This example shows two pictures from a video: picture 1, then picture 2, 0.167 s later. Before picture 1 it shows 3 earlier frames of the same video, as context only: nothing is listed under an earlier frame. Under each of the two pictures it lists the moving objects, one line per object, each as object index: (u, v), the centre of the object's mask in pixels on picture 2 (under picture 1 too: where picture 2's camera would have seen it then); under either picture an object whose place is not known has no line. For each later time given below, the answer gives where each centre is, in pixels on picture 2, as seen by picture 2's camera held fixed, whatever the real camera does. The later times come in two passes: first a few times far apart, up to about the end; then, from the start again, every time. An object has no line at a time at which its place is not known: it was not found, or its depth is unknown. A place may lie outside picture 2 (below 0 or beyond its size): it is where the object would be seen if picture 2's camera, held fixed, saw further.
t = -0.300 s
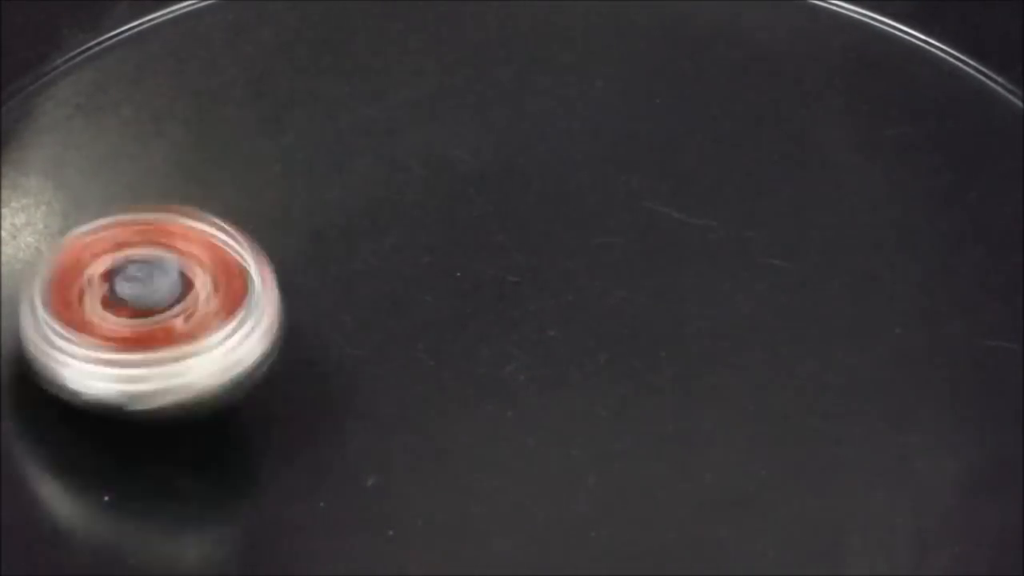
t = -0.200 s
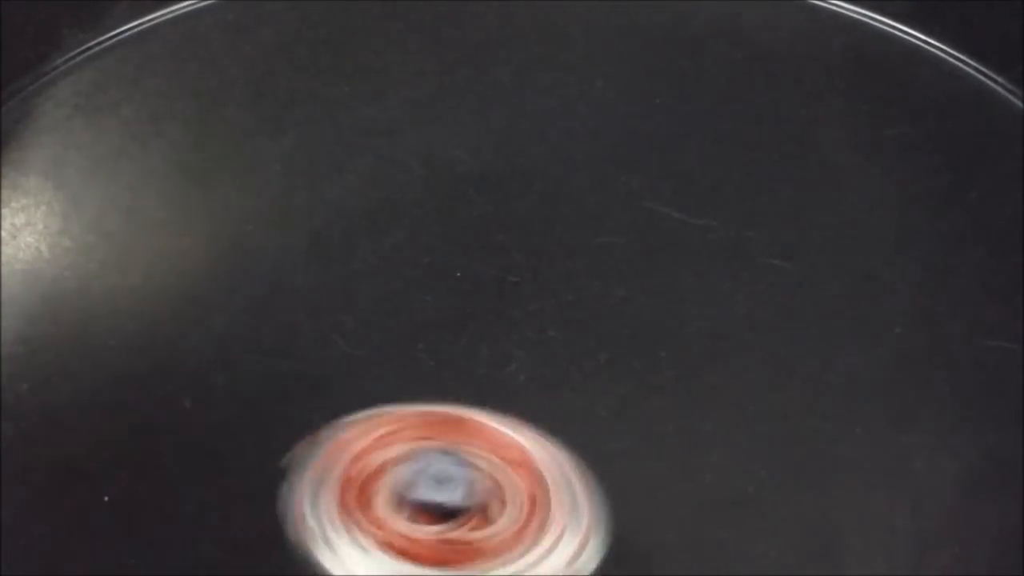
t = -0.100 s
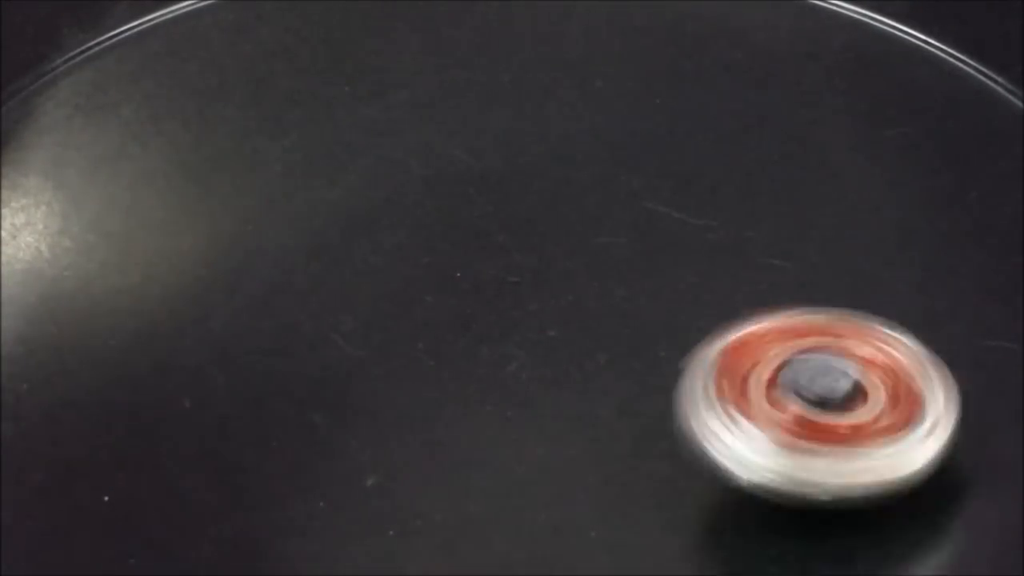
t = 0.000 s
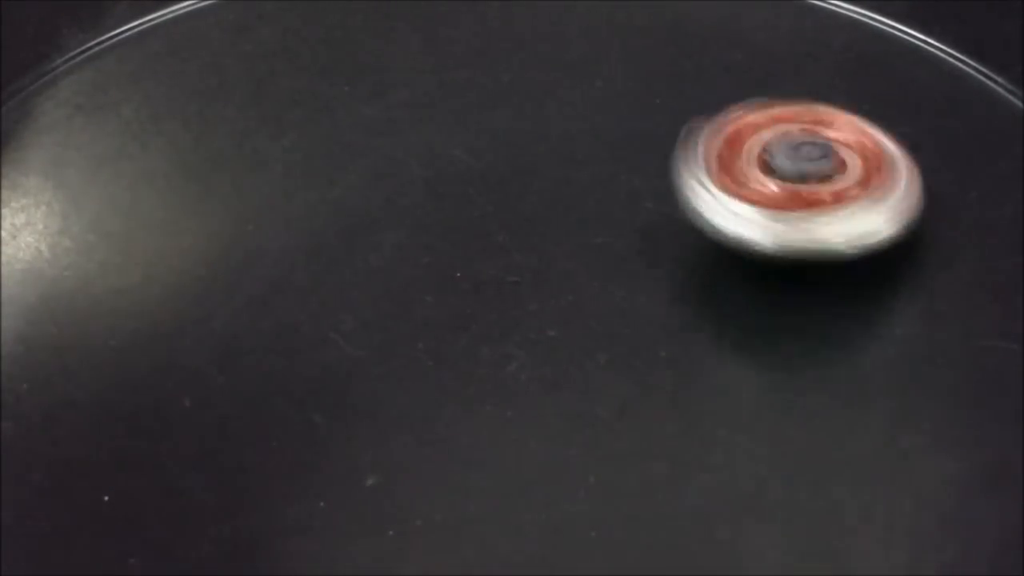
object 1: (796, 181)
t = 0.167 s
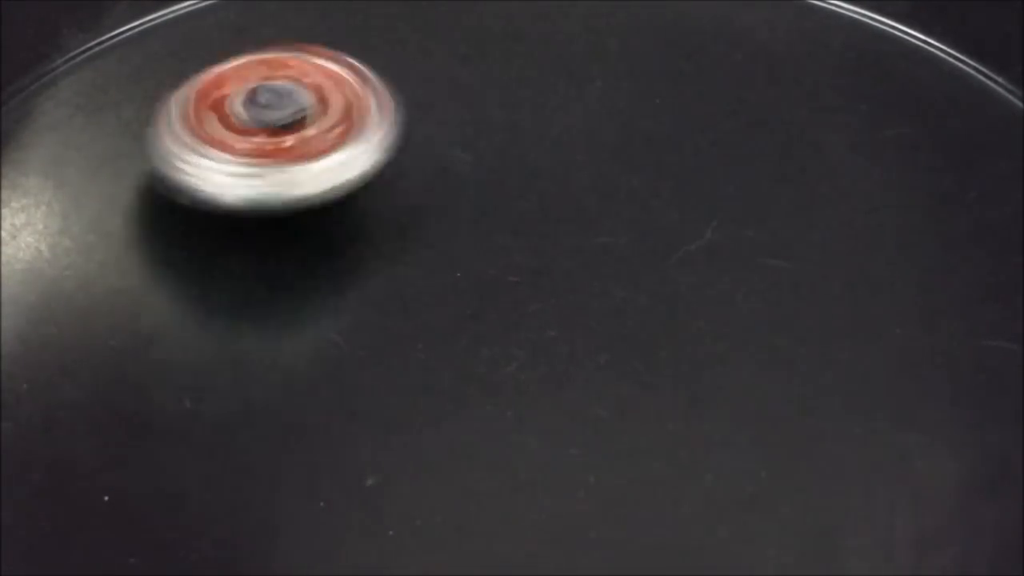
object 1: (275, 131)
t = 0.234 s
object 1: (162, 278)
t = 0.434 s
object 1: (789, 433)
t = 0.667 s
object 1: (427, 91)
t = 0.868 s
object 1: (335, 477)
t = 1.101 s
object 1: (776, 177)
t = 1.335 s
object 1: (165, 295)
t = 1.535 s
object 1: (788, 420)
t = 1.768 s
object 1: (410, 96)
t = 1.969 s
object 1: (360, 477)
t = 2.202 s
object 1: (764, 171)
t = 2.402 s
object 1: (194, 227)
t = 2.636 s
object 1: (791, 415)
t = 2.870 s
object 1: (406, 104)
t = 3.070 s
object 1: (355, 474)
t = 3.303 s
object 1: (758, 177)
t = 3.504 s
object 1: (206, 222)
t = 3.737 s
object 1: (776, 414)
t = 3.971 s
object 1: (419, 108)
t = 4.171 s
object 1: (356, 471)
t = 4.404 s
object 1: (755, 186)
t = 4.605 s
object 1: (216, 219)
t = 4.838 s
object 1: (759, 418)
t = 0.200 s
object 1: (197, 194)
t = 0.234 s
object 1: (162, 278)
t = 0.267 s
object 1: (181, 367)
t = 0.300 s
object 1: (262, 446)
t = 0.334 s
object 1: (390, 489)
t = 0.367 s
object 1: (542, 498)
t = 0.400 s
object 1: (685, 485)
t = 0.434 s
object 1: (789, 433)
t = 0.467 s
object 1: (847, 361)
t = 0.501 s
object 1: (855, 282)
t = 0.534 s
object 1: (822, 211)
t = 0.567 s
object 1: (752, 150)
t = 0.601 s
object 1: (659, 108)
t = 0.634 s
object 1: (547, 86)
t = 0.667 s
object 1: (427, 91)
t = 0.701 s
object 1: (316, 120)
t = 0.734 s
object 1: (228, 173)
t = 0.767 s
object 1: (173, 248)
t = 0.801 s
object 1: (168, 334)
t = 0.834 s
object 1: (225, 417)
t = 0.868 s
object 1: (335, 477)
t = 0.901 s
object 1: (475, 497)
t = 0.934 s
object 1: (623, 494)
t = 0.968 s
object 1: (744, 461)
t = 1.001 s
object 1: (822, 394)
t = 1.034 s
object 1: (849, 318)
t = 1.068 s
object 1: (832, 243)
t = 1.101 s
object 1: (776, 177)
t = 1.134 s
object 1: (694, 128)
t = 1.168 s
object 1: (590, 96)
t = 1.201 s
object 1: (475, 88)
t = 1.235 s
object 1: (361, 106)
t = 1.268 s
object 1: (261, 148)
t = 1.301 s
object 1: (191, 212)
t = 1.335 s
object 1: (165, 295)
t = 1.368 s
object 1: (195, 380)
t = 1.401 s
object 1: (283, 453)
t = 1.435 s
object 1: (411, 489)
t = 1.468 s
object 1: (558, 495)
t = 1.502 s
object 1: (692, 478)
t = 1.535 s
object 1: (788, 420)
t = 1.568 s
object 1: (835, 347)
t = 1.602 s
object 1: (838, 272)
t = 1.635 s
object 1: (799, 203)
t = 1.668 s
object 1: (729, 146)
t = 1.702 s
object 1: (635, 106)
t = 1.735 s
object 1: (525, 89)
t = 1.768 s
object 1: (410, 96)
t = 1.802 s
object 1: (307, 127)
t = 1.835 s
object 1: (223, 183)
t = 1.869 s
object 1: (178, 258)
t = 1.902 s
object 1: (182, 343)
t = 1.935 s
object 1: (246, 422)
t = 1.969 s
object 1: (360, 477)
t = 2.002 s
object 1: (503, 494)
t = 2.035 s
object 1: (642, 486)
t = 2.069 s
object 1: (753, 445)
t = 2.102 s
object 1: (823, 379)
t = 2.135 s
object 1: (843, 304)
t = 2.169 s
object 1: (821, 232)
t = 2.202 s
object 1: (764, 171)
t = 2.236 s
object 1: (678, 123)
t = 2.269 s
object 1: (576, 96)
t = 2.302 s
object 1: (461, 94)
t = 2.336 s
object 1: (351, 116)
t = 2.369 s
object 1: (258, 160)
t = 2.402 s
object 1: (194, 227)
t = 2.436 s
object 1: (176, 308)
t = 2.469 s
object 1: (212, 392)
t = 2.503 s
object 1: (303, 459)
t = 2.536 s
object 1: (432, 489)
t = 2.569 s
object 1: (576, 493)
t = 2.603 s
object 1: (702, 472)
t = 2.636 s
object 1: (791, 415)
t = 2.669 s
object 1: (834, 343)
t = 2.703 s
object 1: (832, 270)
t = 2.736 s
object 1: (791, 204)
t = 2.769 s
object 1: (719, 149)
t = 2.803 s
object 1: (627, 111)
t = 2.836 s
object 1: (519, 96)
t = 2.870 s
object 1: (406, 104)
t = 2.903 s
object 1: (306, 134)
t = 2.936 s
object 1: (225, 188)
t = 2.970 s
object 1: (181, 262)
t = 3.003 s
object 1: (187, 344)
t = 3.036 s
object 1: (248, 420)
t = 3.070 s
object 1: (355, 474)
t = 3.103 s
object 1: (493, 491)
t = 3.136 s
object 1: (629, 485)
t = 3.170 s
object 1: (738, 445)
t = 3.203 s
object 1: (807, 381)
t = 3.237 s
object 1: (830, 309)
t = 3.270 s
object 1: (811, 239)
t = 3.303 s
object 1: (758, 177)
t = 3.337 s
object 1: (677, 131)
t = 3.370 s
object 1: (578, 102)
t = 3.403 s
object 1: (471, 98)
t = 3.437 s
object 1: (362, 116)
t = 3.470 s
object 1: (270, 158)
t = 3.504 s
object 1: (206, 222)
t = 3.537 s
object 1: (186, 299)
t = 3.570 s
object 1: (216, 380)
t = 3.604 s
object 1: (301, 446)
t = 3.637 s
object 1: (424, 483)
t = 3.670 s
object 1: (563, 489)
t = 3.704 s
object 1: (687, 469)
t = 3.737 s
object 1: (776, 414)
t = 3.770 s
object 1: (823, 344)
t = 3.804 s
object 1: (825, 274)
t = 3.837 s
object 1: (789, 208)
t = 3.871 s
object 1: (722, 155)
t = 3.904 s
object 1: (634, 118)
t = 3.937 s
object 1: (528, 101)
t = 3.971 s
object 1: (419, 108)
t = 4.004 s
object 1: (318, 138)
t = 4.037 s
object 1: (240, 190)
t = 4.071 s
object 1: (196, 260)
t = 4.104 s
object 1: (198, 341)
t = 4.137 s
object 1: (254, 415)
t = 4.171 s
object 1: (356, 471)
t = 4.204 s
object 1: (487, 489)
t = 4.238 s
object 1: (620, 485)
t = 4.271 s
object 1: (726, 447)
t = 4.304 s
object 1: (797, 385)
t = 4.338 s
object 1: (822, 316)
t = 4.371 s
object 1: (806, 247)
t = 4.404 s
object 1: (755, 186)
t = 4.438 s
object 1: (678, 139)
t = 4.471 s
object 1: (581, 111)
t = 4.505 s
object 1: (475, 105)
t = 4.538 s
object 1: (369, 121)
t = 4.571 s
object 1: (280, 159)
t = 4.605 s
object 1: (216, 219)
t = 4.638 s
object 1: (191, 294)
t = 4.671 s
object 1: (218, 372)
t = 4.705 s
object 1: (296, 439)
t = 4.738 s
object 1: (414, 480)
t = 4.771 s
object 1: (547, 486)
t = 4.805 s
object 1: (670, 469)
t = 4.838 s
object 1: (759, 418)
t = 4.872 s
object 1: (807, 352)
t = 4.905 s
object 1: (815, 283)
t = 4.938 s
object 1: (783, 218)
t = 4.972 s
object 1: (722, 164)
